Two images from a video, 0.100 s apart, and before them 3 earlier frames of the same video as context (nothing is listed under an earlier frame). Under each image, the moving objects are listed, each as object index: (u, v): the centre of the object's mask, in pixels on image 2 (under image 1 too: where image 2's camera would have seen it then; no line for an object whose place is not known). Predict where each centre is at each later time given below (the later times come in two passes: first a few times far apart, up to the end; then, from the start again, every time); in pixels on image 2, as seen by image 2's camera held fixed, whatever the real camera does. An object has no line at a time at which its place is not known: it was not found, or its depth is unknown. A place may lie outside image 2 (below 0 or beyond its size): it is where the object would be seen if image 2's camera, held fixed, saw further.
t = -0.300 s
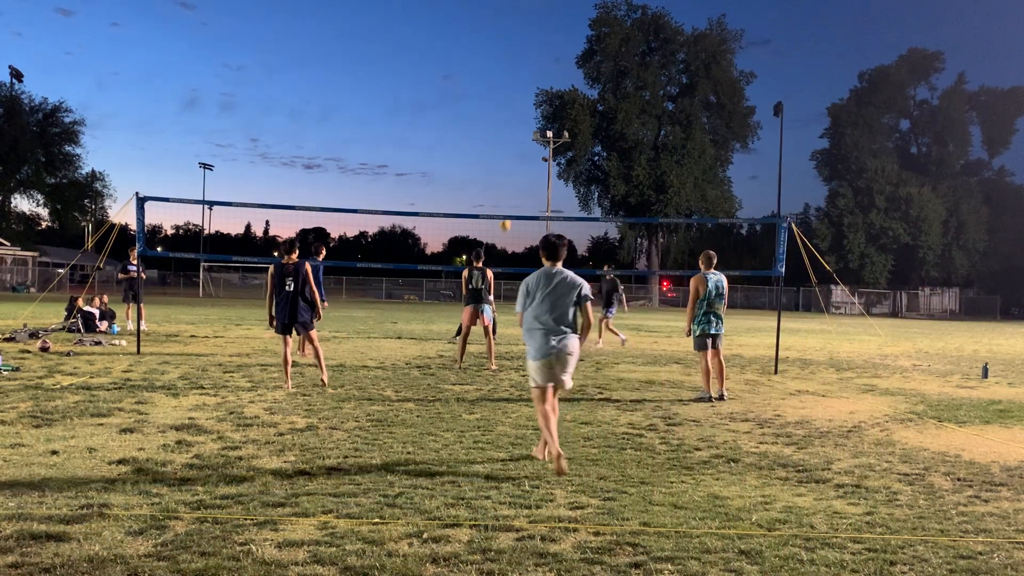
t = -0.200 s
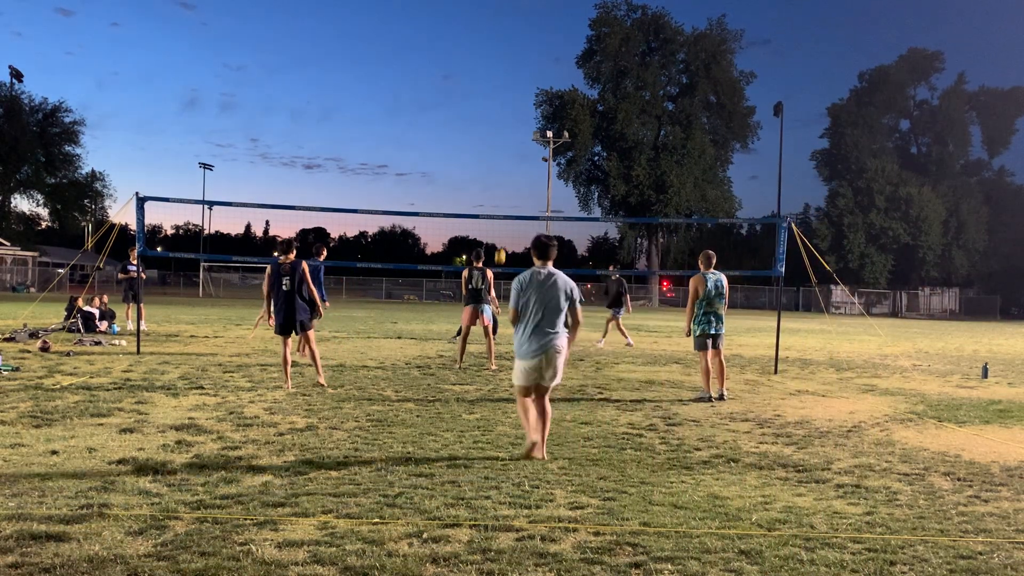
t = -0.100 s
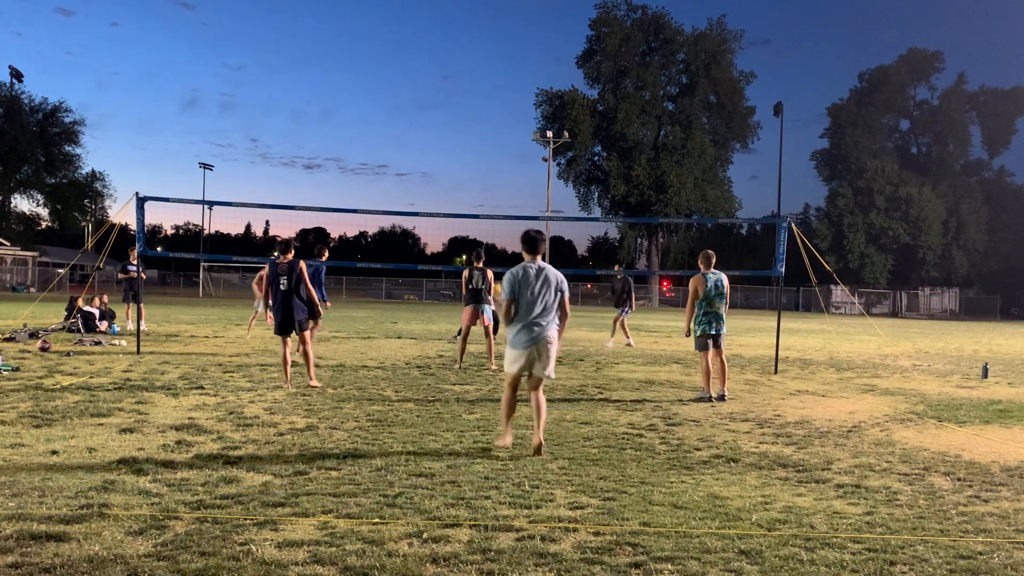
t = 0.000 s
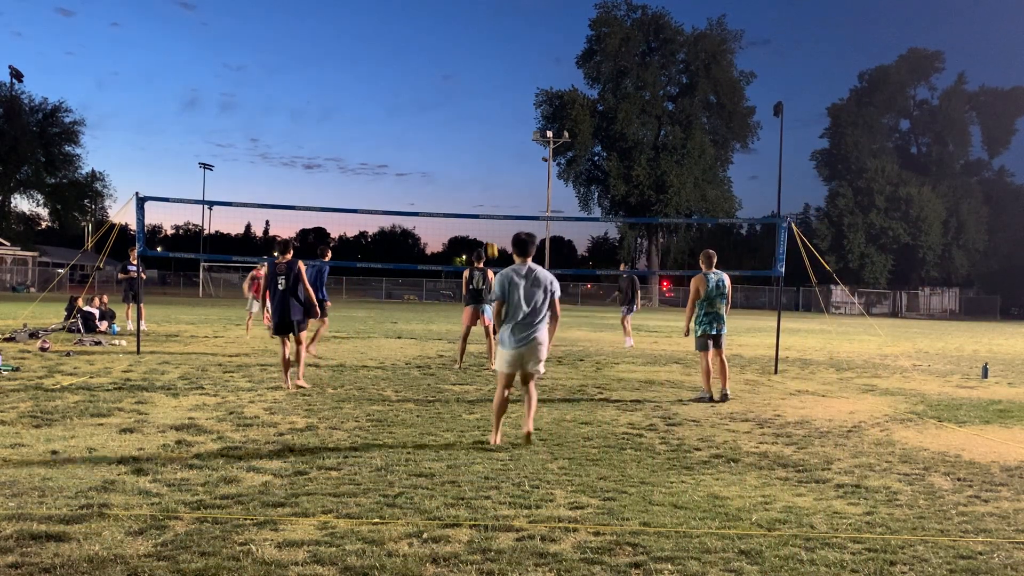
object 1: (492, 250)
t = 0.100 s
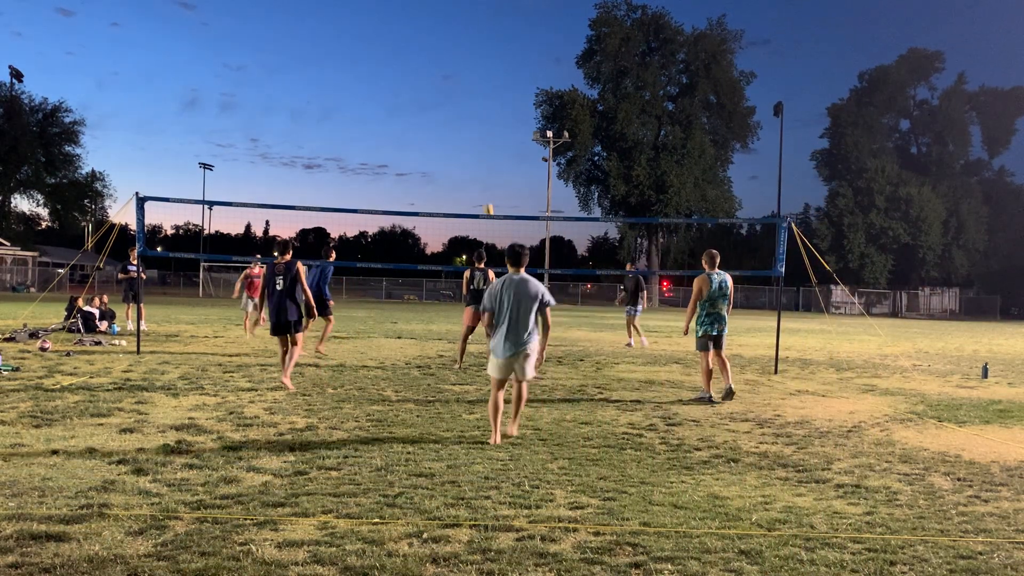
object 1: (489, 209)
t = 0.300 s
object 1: (477, 143)
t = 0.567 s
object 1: (460, 79)
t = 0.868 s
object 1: (437, 46)
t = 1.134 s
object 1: (414, 56)
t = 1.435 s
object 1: (384, 115)
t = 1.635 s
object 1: (362, 184)
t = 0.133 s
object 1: (487, 198)
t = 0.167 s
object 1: (485, 187)
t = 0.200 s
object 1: (484, 176)
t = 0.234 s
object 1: (482, 164)
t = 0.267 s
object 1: (480, 154)
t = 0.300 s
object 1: (477, 143)
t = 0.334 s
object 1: (475, 134)
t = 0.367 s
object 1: (473, 125)
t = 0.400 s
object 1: (472, 115)
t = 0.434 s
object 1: (469, 108)
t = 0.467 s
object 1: (467, 100)
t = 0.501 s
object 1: (465, 92)
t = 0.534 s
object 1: (463, 85)
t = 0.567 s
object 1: (460, 79)
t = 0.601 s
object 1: (458, 74)
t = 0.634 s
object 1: (455, 68)
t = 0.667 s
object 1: (453, 63)
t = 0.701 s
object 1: (450, 60)
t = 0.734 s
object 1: (448, 56)
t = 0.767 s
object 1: (445, 53)
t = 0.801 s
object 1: (442, 50)
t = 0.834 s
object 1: (440, 48)
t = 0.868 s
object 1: (437, 46)
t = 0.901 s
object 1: (434, 45)
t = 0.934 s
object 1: (431, 45)
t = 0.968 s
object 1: (429, 45)
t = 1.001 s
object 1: (426, 46)
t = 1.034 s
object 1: (423, 47)
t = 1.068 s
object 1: (419, 50)
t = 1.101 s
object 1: (417, 52)
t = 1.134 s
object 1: (414, 56)
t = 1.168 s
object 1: (410, 60)
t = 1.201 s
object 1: (407, 65)
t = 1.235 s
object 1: (404, 70)
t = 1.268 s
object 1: (401, 76)
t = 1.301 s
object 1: (397, 82)
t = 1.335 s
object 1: (394, 90)
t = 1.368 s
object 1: (391, 97)
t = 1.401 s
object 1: (387, 106)
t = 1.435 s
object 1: (384, 115)
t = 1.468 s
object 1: (380, 124)
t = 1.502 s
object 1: (377, 135)
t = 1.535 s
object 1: (373, 146)
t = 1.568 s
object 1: (370, 158)
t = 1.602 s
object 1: (366, 171)
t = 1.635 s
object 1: (362, 184)
